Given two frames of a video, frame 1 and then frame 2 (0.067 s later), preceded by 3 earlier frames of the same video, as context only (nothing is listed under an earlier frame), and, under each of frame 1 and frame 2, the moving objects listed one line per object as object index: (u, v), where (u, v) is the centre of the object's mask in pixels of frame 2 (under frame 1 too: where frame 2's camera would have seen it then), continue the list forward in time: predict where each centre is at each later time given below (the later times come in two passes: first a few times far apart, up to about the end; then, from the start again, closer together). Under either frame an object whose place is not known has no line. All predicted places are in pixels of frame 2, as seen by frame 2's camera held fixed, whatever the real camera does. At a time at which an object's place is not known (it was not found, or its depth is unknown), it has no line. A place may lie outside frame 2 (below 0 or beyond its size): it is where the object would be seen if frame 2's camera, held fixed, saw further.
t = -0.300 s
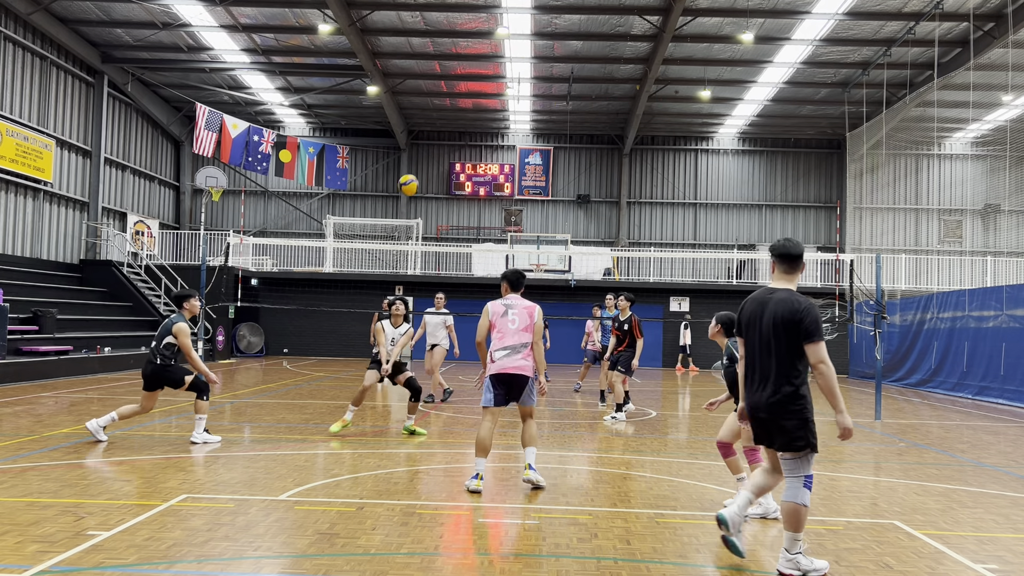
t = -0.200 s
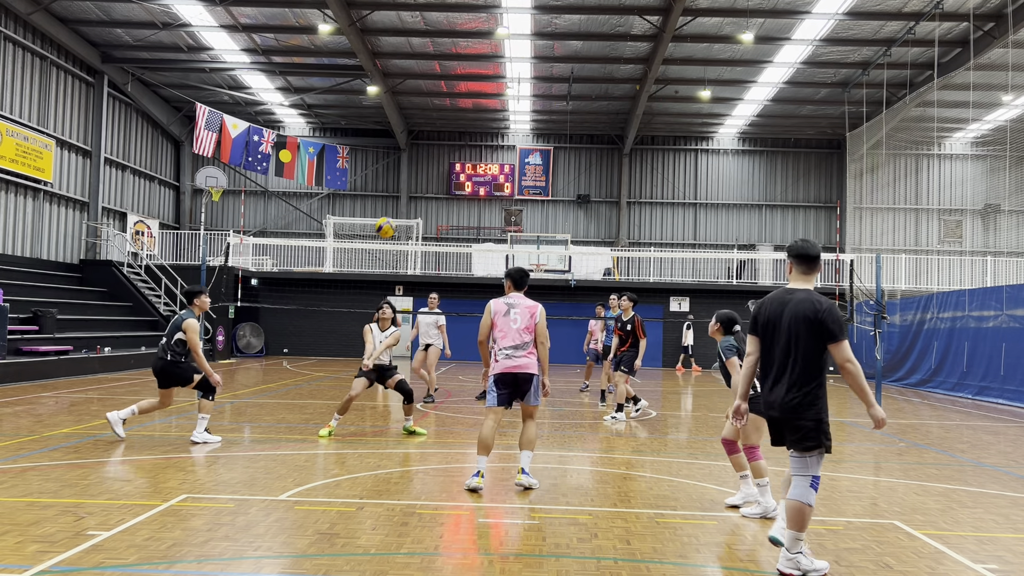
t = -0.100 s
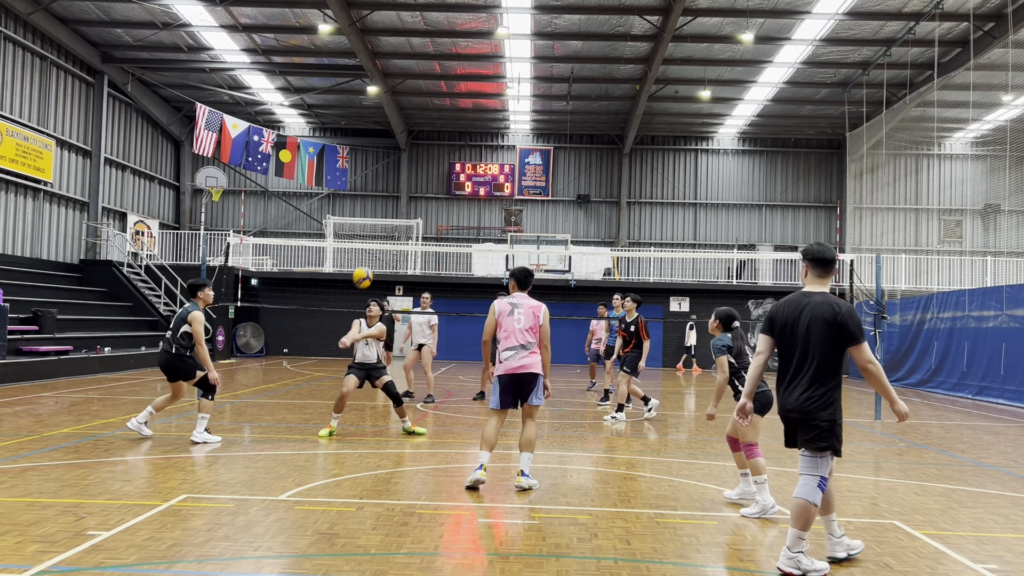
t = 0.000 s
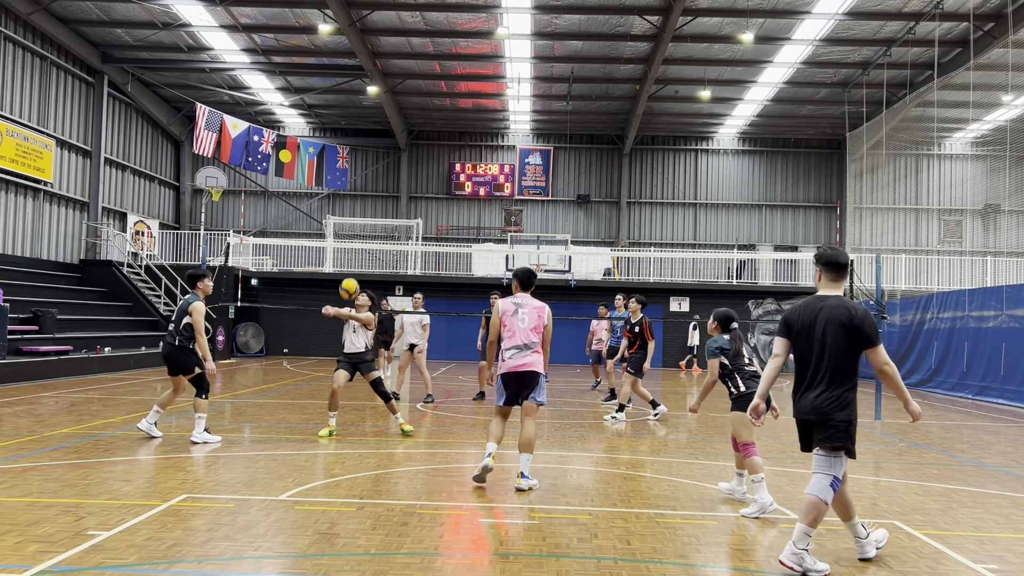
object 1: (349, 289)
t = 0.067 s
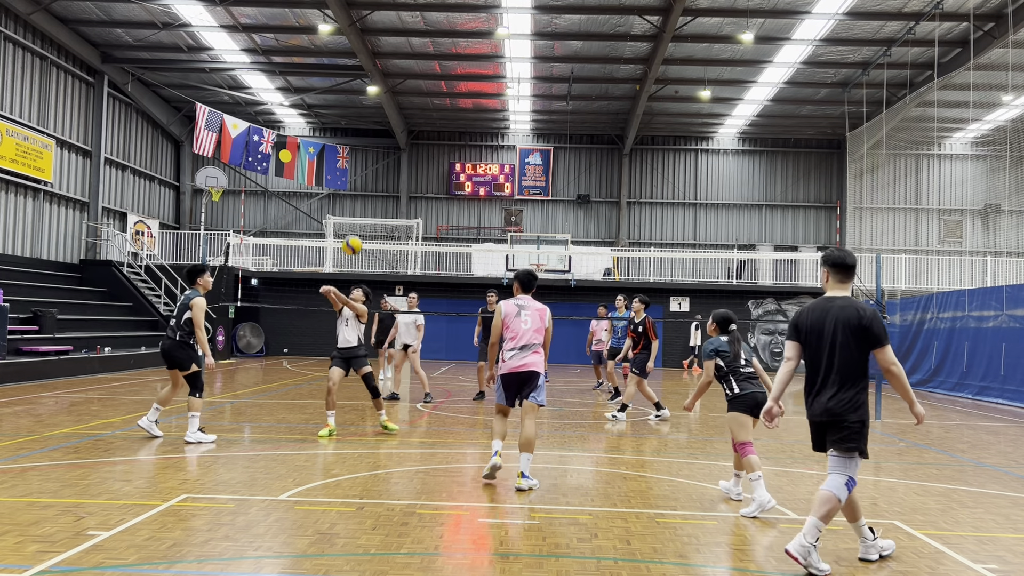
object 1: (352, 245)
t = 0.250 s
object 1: (359, 148)
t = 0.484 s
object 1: (367, 72)
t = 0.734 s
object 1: (373, 44)
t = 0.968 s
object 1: (376, 69)
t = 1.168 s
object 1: (378, 131)
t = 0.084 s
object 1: (353, 235)
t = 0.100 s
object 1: (354, 225)
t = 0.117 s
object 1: (354, 216)
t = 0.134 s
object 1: (355, 206)
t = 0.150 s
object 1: (356, 197)
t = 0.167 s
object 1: (356, 188)
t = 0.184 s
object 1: (356, 180)
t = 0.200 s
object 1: (358, 172)
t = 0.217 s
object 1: (358, 164)
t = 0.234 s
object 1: (359, 156)
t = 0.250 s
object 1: (359, 148)
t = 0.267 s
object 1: (360, 142)
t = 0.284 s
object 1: (361, 134)
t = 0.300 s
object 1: (361, 128)
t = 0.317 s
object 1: (362, 122)
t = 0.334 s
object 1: (362, 115)
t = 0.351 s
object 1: (362, 109)
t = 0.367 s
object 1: (363, 104)
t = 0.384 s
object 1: (363, 99)
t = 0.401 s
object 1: (364, 93)
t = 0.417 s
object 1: (365, 88)
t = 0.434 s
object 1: (365, 84)
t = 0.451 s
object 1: (366, 79)
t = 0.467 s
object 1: (366, 76)
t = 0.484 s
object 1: (367, 72)
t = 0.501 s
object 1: (367, 68)
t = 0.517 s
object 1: (368, 65)
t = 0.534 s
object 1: (368, 62)
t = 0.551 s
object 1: (369, 59)
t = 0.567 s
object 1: (369, 56)
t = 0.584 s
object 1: (369, 54)
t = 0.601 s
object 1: (370, 52)
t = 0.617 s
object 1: (370, 50)
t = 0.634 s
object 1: (371, 48)
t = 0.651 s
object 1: (371, 47)
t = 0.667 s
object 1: (371, 46)
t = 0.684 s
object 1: (372, 45)
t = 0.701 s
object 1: (372, 45)
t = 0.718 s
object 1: (372, 44)
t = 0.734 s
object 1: (373, 44)
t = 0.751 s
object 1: (373, 44)
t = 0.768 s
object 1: (373, 45)
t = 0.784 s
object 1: (374, 45)
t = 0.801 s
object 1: (374, 46)
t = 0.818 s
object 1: (374, 47)
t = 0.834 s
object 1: (374, 49)
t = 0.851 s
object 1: (375, 50)
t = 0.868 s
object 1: (375, 52)
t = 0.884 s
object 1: (375, 54)
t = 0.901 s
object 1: (376, 57)
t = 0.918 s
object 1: (376, 59)
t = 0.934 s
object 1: (376, 62)
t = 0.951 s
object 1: (376, 66)
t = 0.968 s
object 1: (376, 69)
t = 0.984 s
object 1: (377, 73)
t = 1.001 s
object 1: (377, 76)
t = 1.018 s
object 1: (377, 81)
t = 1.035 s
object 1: (377, 85)
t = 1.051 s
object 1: (377, 90)
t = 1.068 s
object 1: (377, 95)
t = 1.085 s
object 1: (378, 101)
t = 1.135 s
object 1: (378, 118)
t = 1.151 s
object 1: (378, 124)
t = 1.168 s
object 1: (378, 131)
